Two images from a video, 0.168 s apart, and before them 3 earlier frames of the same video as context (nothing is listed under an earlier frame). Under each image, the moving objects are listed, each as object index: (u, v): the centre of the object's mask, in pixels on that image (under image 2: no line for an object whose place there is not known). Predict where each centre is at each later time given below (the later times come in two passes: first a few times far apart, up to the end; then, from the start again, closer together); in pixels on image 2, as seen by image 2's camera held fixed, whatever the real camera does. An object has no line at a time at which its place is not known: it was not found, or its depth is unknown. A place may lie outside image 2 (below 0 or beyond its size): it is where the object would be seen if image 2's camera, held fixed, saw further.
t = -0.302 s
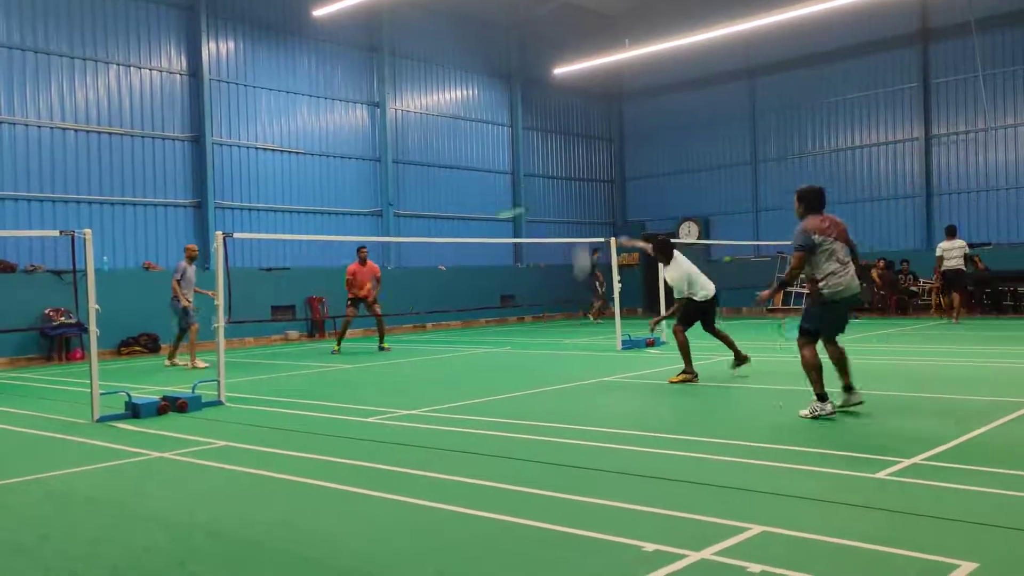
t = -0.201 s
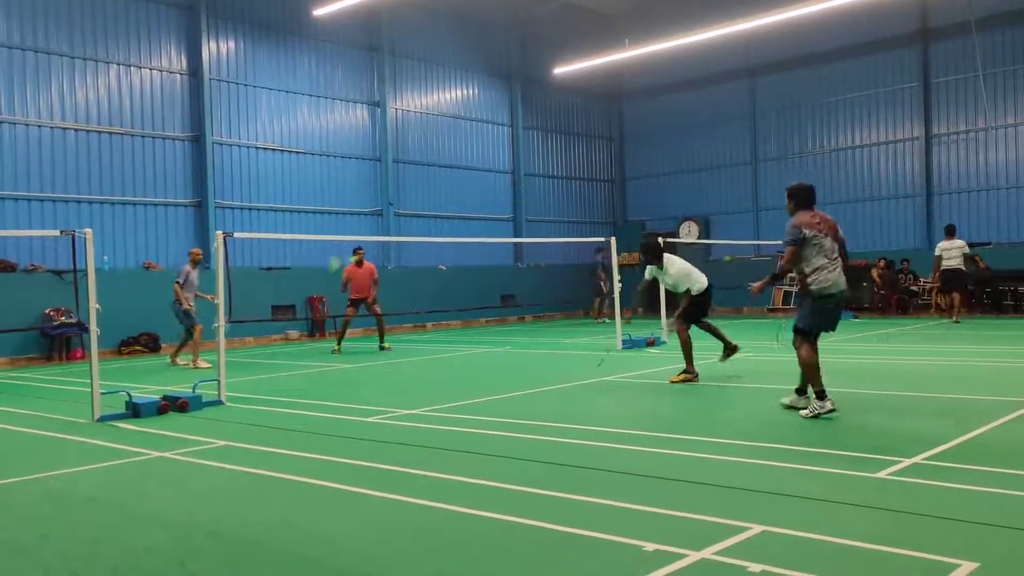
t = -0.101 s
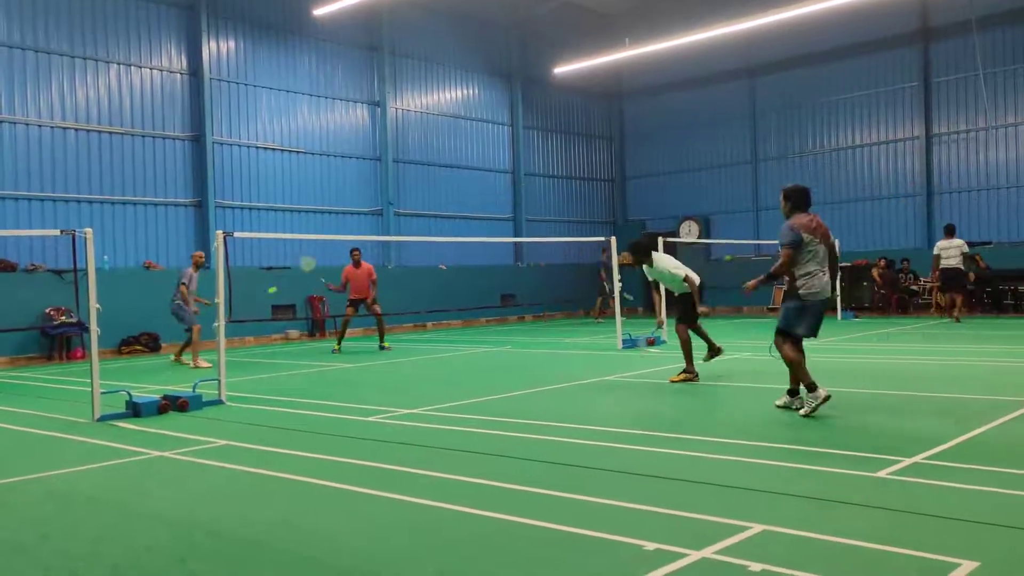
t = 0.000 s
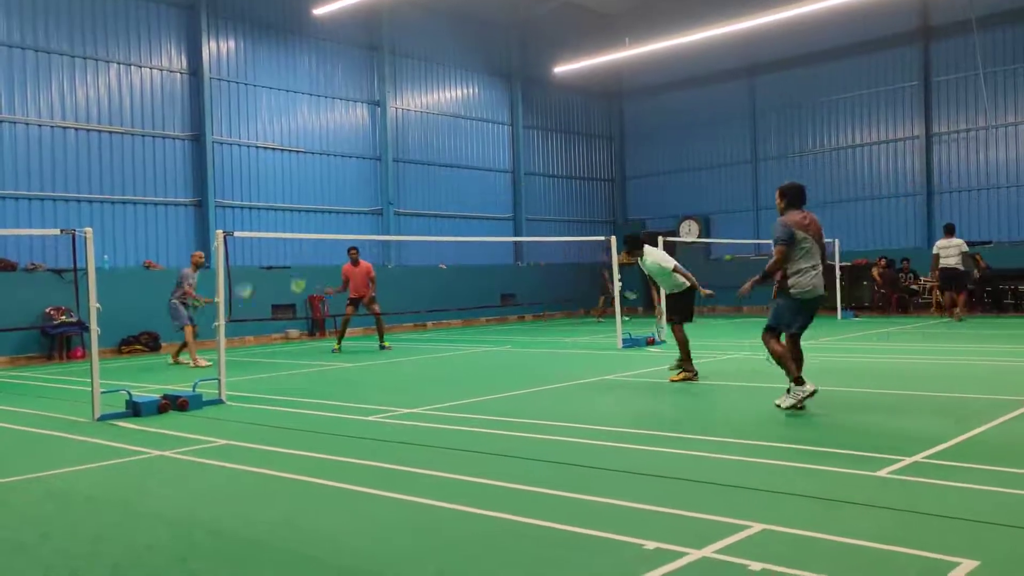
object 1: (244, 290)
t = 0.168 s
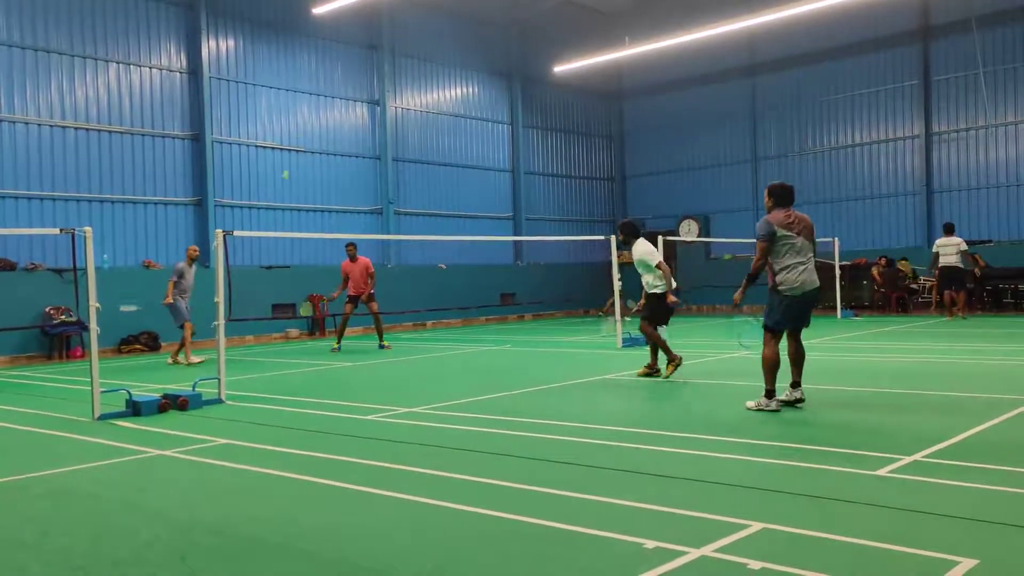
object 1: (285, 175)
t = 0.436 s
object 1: (335, 64)
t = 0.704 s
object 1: (384, 25)
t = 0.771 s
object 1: (396, 26)
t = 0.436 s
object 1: (335, 64)
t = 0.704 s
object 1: (384, 25)
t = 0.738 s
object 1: (390, 25)
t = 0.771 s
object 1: (396, 26)
